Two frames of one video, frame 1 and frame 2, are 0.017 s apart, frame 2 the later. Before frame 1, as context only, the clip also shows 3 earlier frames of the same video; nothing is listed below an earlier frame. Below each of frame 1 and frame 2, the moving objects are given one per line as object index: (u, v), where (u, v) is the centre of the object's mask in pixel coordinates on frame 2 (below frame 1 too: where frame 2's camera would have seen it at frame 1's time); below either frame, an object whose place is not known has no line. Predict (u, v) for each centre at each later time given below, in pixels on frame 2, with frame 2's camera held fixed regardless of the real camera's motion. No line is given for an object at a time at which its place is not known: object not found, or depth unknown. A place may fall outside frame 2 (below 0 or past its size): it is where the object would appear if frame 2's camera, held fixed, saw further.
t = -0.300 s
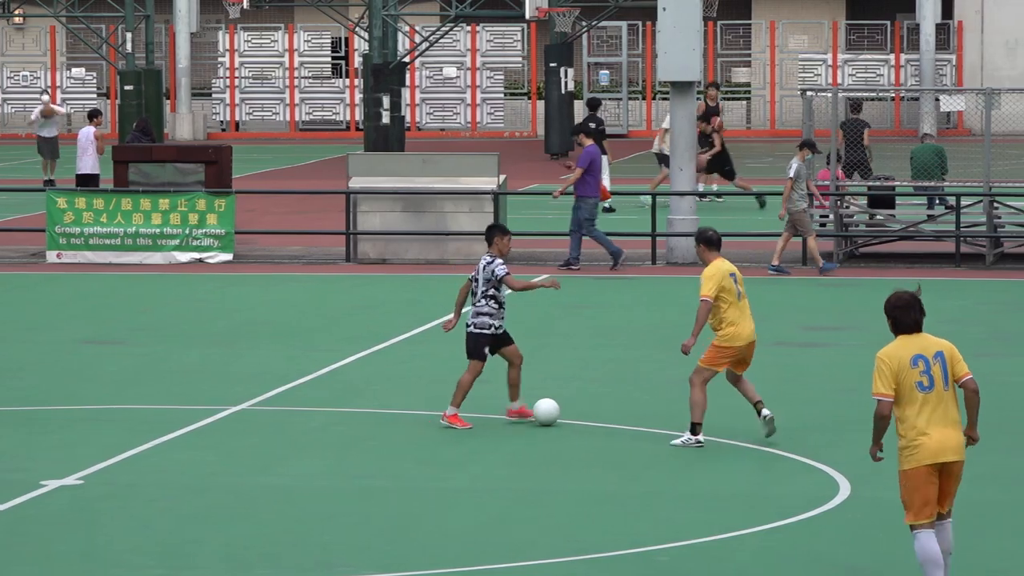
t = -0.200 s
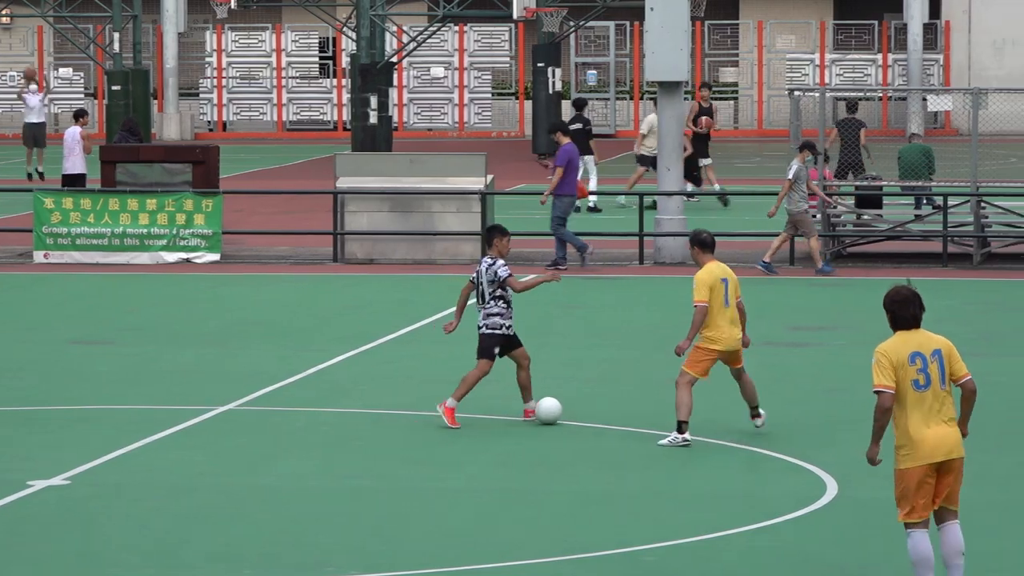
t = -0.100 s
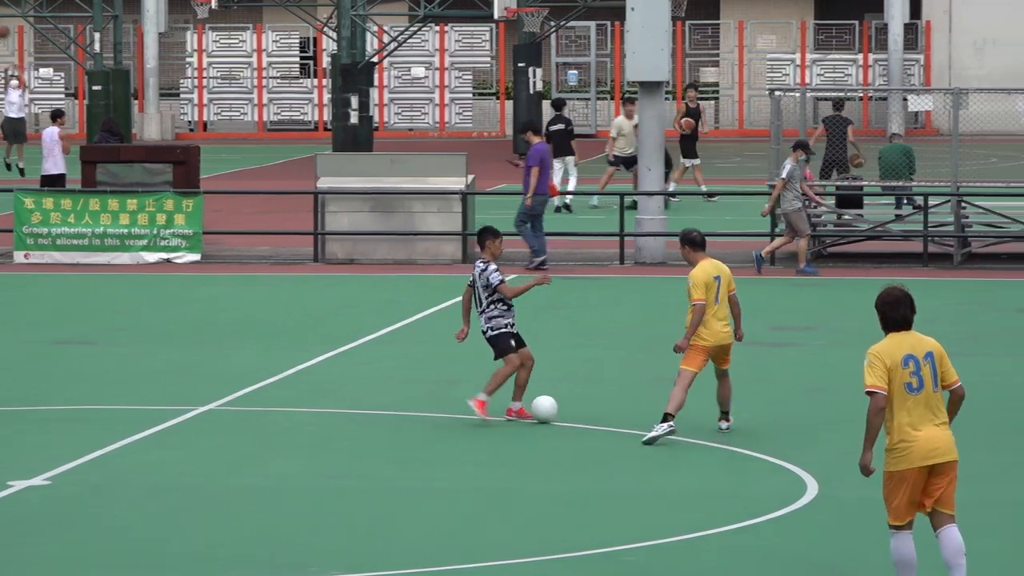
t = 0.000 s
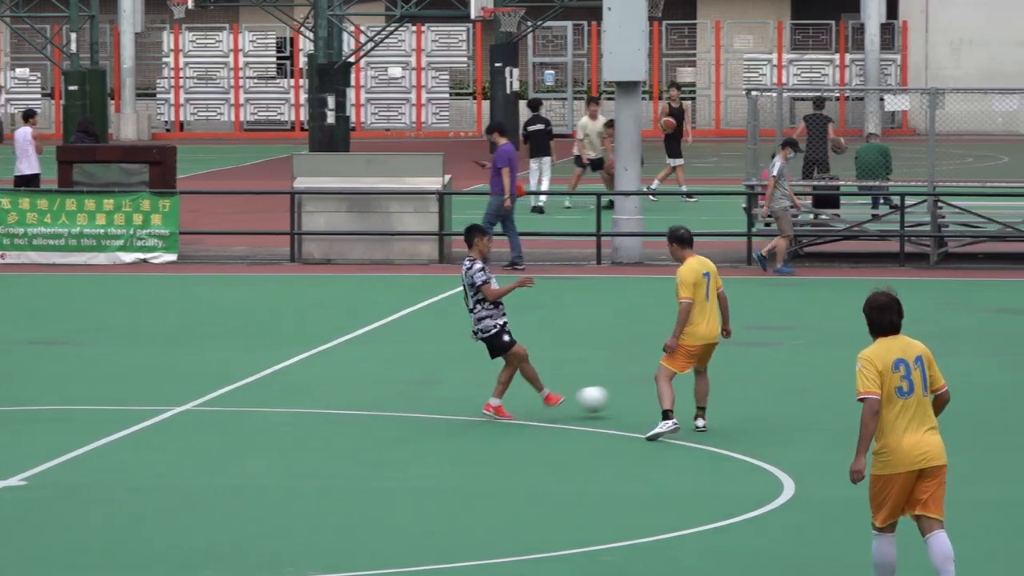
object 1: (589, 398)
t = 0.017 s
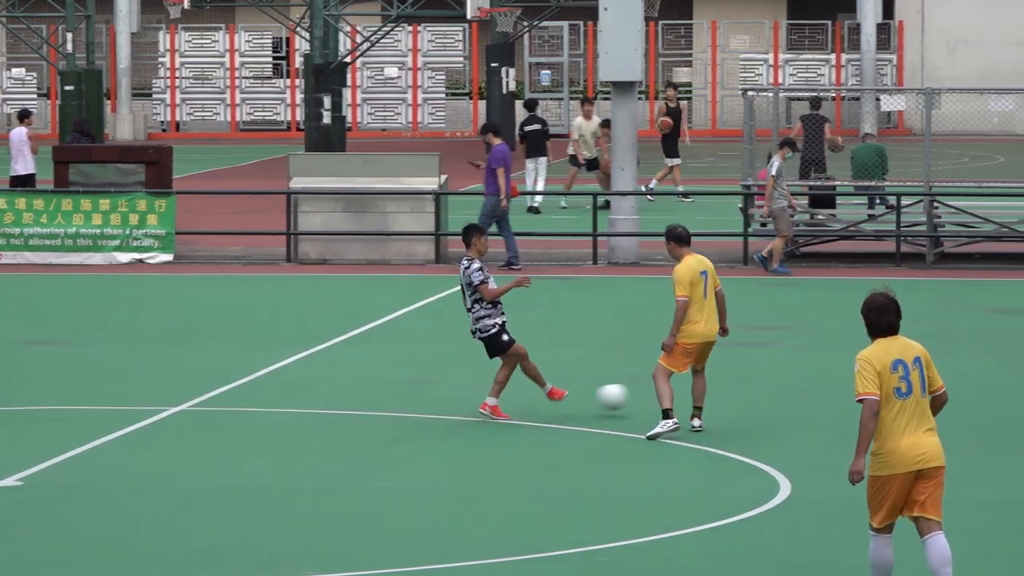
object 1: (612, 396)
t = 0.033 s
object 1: (634, 394)
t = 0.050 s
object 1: (653, 393)
